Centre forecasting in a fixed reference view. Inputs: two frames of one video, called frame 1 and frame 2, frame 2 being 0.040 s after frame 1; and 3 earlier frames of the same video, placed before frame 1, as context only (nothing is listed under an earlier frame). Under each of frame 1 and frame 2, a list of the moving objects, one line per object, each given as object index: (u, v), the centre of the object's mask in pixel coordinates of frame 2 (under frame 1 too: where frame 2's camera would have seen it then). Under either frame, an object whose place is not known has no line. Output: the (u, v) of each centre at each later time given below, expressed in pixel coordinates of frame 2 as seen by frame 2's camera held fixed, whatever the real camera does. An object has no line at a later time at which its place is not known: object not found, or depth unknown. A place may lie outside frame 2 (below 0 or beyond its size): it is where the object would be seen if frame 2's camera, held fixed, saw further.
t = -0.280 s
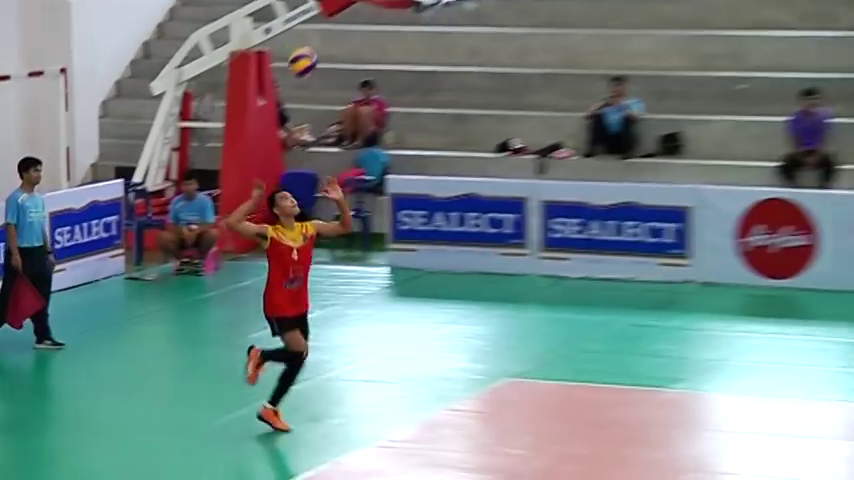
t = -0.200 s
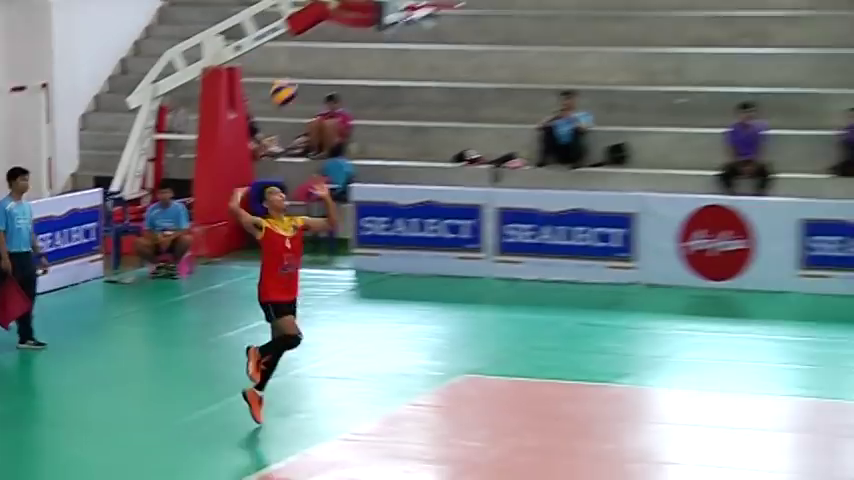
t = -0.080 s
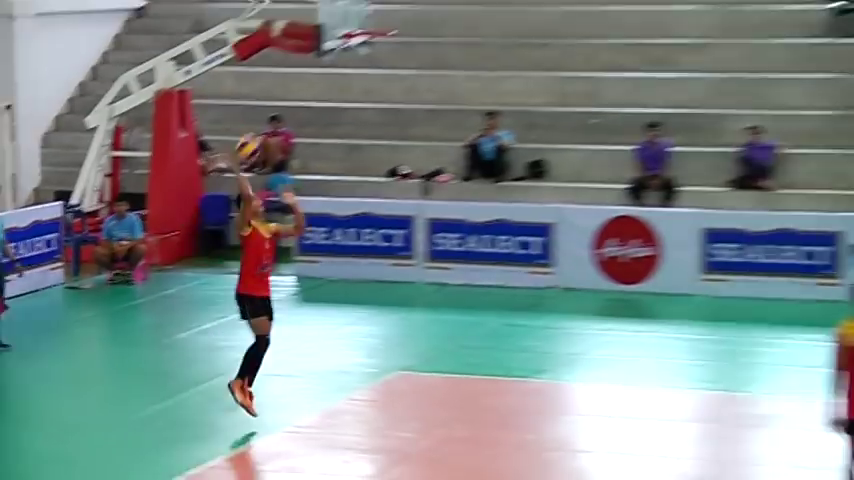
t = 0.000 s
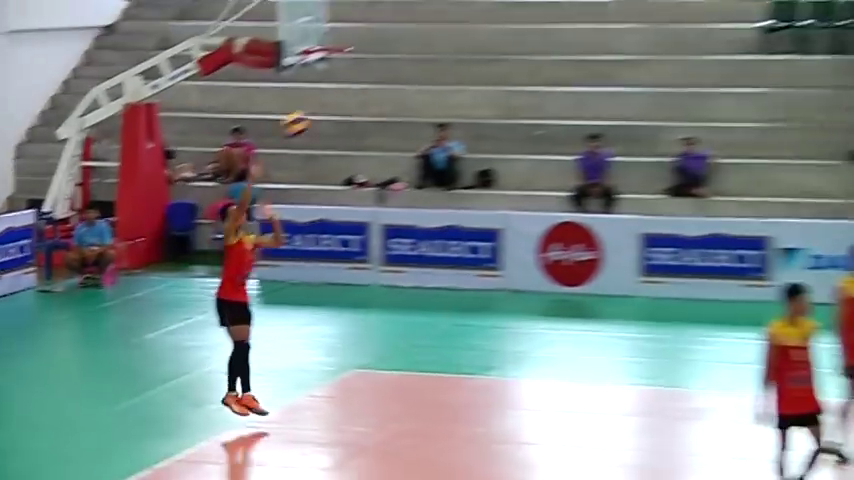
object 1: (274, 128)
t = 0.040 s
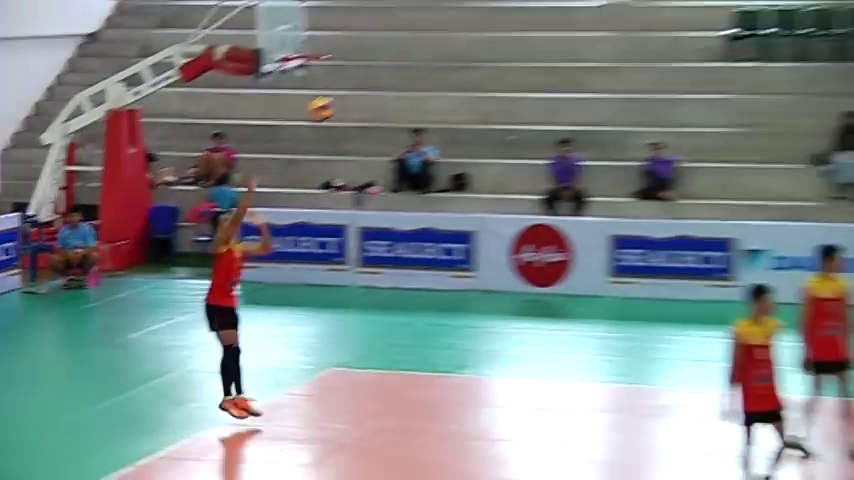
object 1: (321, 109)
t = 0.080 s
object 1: (368, 89)
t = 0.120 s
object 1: (415, 72)
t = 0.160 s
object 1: (462, 56)
